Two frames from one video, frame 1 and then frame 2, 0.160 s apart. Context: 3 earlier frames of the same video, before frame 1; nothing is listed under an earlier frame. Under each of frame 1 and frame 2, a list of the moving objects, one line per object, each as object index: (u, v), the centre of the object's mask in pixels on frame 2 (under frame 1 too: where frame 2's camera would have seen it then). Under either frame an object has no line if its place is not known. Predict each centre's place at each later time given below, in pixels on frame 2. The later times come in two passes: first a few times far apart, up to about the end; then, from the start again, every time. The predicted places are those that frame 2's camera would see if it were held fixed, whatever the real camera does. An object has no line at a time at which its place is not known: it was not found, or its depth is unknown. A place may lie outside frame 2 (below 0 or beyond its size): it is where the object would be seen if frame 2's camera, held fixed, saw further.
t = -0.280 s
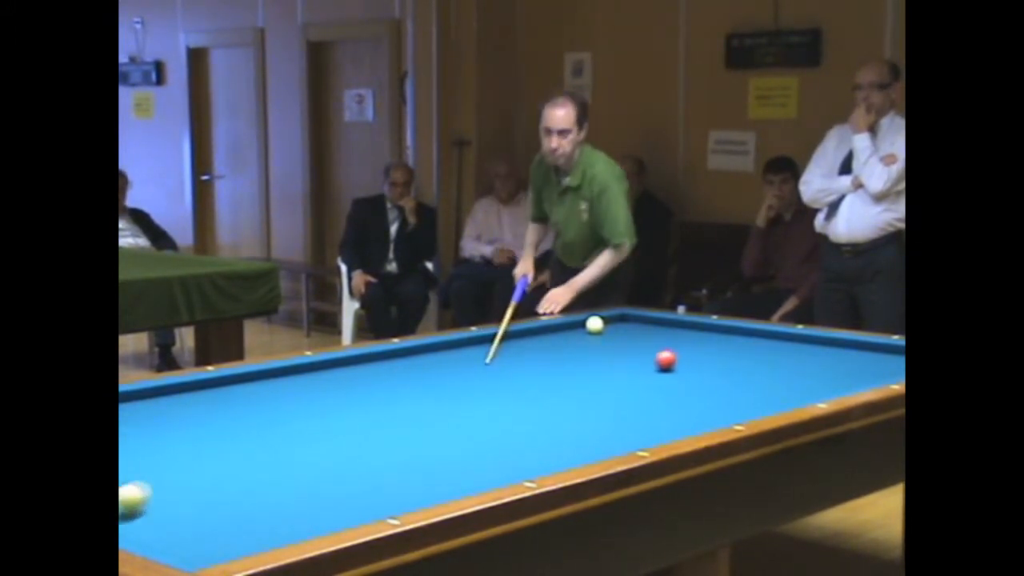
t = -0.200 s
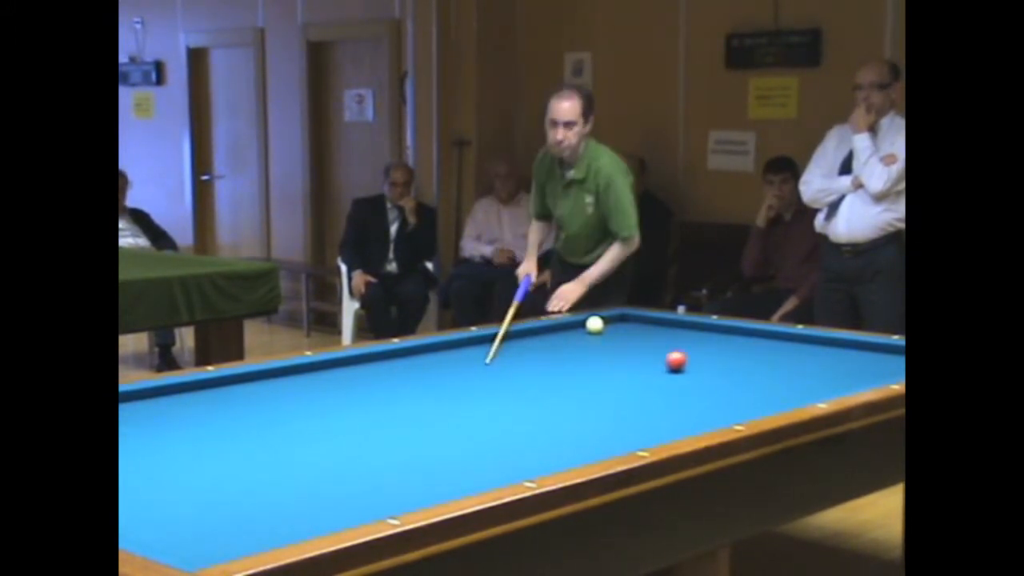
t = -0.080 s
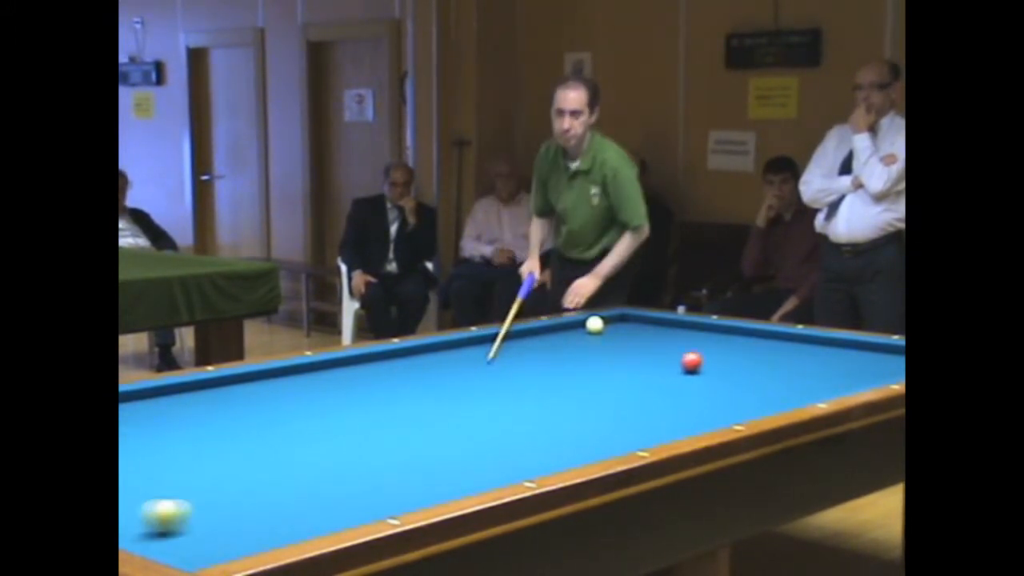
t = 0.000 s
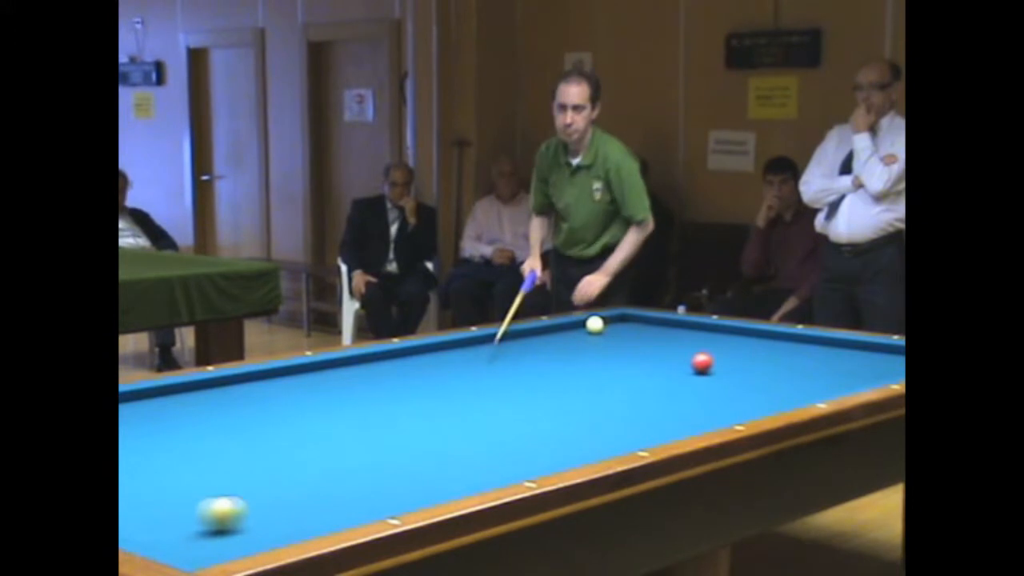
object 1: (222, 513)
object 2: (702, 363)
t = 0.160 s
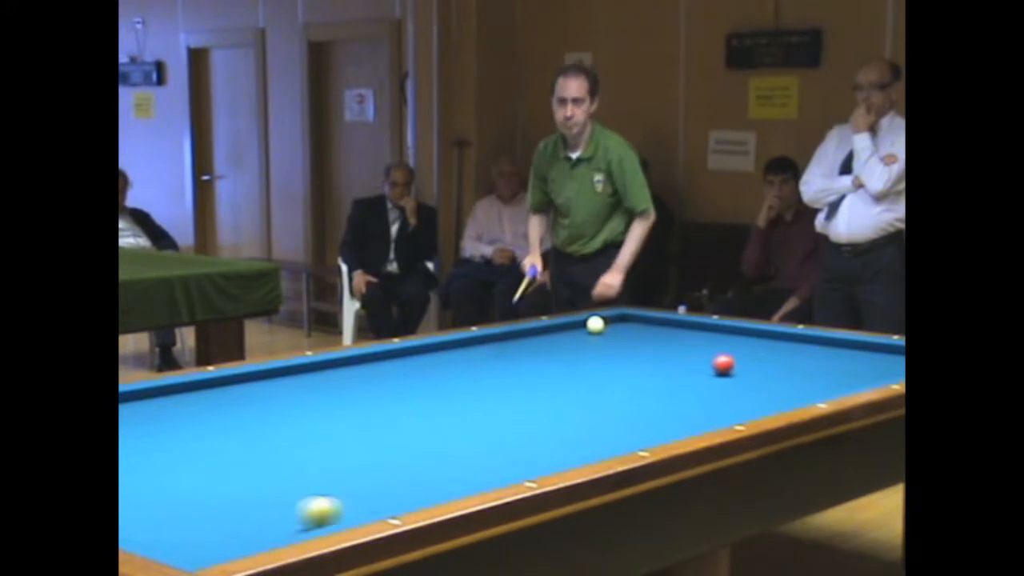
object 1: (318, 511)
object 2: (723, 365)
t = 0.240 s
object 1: (364, 506)
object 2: (733, 366)
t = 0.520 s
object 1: (405, 482)
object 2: (770, 368)
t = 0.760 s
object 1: (432, 459)
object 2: (799, 370)
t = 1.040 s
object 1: (462, 436)
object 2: (834, 373)
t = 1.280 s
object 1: (483, 419)
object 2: (863, 374)
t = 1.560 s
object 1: (504, 401)
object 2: (892, 373)
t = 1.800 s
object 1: (521, 388)
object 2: (884, 372)
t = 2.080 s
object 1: (538, 374)
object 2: (874, 372)
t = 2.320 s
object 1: (551, 364)
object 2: (866, 370)
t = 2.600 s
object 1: (564, 353)
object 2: (858, 368)
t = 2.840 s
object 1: (574, 344)
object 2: (851, 366)
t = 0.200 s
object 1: (342, 509)
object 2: (728, 365)
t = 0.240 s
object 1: (364, 506)
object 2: (733, 366)
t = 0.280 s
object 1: (376, 504)
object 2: (738, 366)
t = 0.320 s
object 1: (380, 500)
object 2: (744, 367)
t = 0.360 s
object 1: (384, 497)
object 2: (749, 367)
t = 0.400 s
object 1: (389, 494)
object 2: (754, 367)
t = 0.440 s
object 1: (395, 490)
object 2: (759, 367)
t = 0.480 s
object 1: (400, 486)
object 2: (764, 368)
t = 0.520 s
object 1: (405, 482)
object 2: (770, 368)
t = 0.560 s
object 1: (410, 478)
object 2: (775, 369)
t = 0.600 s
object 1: (414, 474)
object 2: (779, 369)
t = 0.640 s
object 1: (419, 470)
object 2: (784, 369)
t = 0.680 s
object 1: (423, 466)
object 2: (789, 370)
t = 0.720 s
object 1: (428, 462)
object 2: (794, 370)
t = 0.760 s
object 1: (432, 459)
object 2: (799, 370)
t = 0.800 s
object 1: (436, 455)
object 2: (804, 371)
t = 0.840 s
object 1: (441, 452)
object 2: (809, 371)
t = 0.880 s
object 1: (445, 449)
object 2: (814, 372)
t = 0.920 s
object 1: (449, 445)
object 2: (819, 372)
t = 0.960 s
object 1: (454, 442)
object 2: (824, 373)
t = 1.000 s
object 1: (457, 439)
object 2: (829, 373)
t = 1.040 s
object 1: (462, 436)
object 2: (834, 373)
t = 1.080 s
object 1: (466, 433)
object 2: (839, 373)
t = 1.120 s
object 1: (470, 430)
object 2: (845, 374)
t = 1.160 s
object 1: (473, 427)
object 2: (849, 374)
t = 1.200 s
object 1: (476, 424)
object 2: (854, 374)
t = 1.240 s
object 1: (479, 422)
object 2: (859, 374)
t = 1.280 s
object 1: (483, 419)
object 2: (863, 374)
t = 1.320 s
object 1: (486, 417)
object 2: (868, 374)
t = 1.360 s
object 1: (490, 414)
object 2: (873, 374)
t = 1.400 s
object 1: (493, 411)
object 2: (878, 374)
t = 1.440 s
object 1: (496, 409)
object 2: (882, 373)
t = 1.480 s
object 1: (499, 406)
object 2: (887, 373)
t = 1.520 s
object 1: (502, 404)
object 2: (892, 373)
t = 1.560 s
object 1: (504, 401)
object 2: (892, 373)
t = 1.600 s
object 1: (507, 399)
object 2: (891, 373)
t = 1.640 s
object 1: (510, 397)
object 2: (889, 373)
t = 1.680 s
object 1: (512, 394)
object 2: (888, 373)
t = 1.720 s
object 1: (515, 393)
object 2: (886, 373)
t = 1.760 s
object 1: (518, 390)
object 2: (885, 373)
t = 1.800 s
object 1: (521, 388)
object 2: (884, 372)
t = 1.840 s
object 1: (523, 386)
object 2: (882, 372)
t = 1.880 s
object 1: (526, 384)
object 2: (881, 372)
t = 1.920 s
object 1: (529, 382)
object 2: (879, 372)
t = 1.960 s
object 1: (531, 380)
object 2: (878, 372)
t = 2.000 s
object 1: (533, 378)
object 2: (876, 372)
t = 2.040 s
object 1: (535, 376)
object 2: (875, 372)
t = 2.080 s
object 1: (538, 374)
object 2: (874, 372)
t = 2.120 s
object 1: (540, 373)
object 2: (873, 371)
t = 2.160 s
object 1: (542, 371)
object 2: (871, 371)
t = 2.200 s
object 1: (544, 369)
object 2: (870, 371)
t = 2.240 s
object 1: (547, 368)
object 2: (869, 371)
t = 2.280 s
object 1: (549, 366)
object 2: (867, 371)
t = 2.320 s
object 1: (551, 364)
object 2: (866, 370)
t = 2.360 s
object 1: (553, 363)
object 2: (865, 370)
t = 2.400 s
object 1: (555, 361)
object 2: (864, 370)
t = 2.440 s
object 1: (557, 359)
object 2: (863, 369)
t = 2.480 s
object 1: (559, 357)
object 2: (861, 369)
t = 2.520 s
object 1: (561, 356)
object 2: (860, 369)
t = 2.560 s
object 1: (562, 355)
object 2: (859, 369)
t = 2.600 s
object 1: (564, 353)
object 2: (858, 368)
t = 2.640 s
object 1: (566, 352)
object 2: (856, 368)
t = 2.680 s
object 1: (567, 350)
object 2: (855, 368)
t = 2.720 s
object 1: (569, 349)
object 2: (854, 367)
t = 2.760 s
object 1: (571, 347)
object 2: (853, 367)
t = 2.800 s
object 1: (572, 346)
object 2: (852, 367)
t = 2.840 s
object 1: (574, 344)
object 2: (851, 366)
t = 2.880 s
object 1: (577, 343)
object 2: (850, 367)
